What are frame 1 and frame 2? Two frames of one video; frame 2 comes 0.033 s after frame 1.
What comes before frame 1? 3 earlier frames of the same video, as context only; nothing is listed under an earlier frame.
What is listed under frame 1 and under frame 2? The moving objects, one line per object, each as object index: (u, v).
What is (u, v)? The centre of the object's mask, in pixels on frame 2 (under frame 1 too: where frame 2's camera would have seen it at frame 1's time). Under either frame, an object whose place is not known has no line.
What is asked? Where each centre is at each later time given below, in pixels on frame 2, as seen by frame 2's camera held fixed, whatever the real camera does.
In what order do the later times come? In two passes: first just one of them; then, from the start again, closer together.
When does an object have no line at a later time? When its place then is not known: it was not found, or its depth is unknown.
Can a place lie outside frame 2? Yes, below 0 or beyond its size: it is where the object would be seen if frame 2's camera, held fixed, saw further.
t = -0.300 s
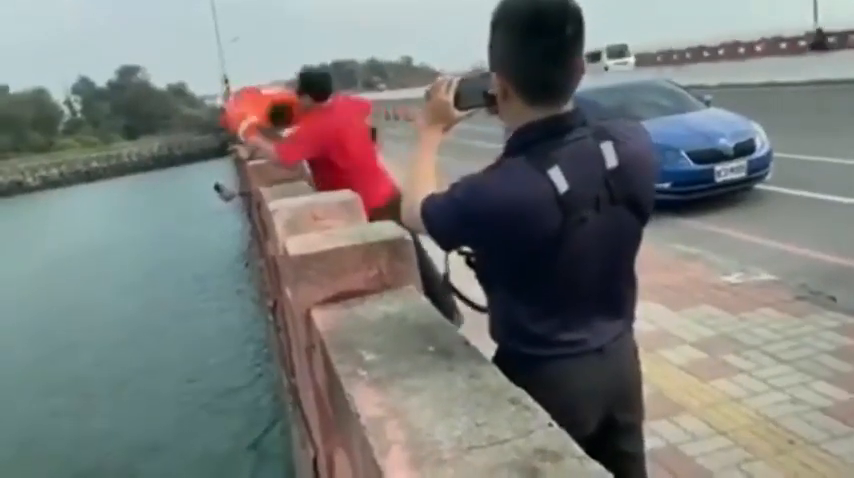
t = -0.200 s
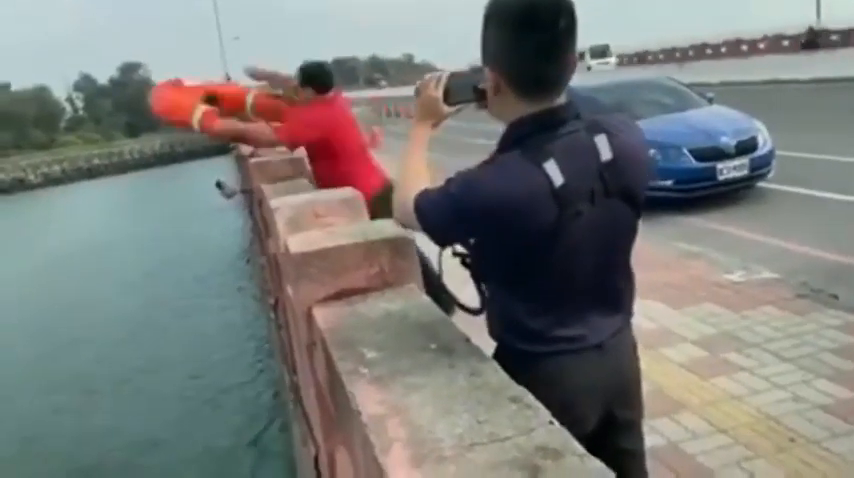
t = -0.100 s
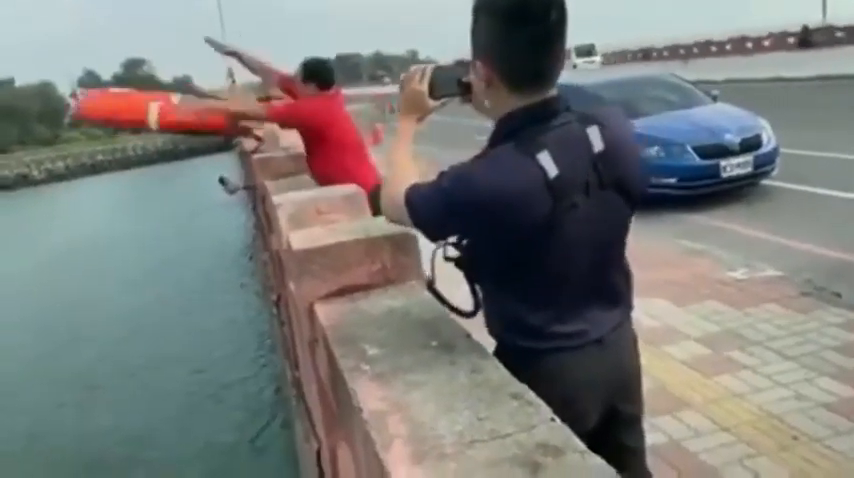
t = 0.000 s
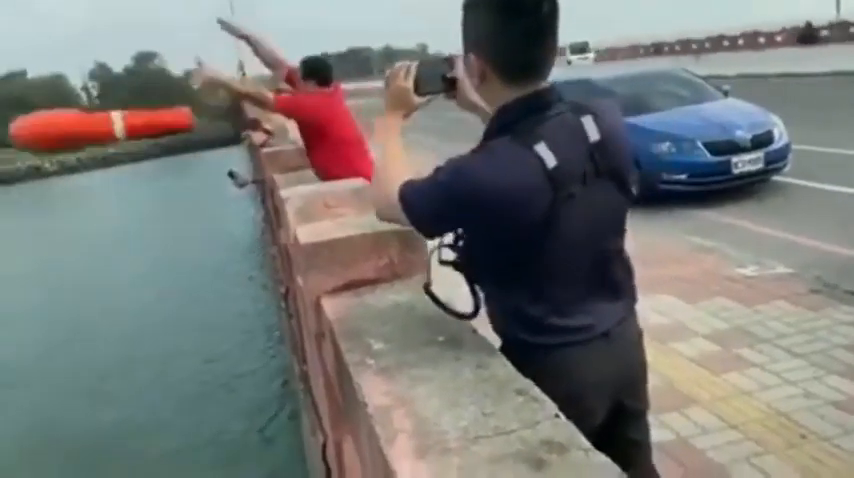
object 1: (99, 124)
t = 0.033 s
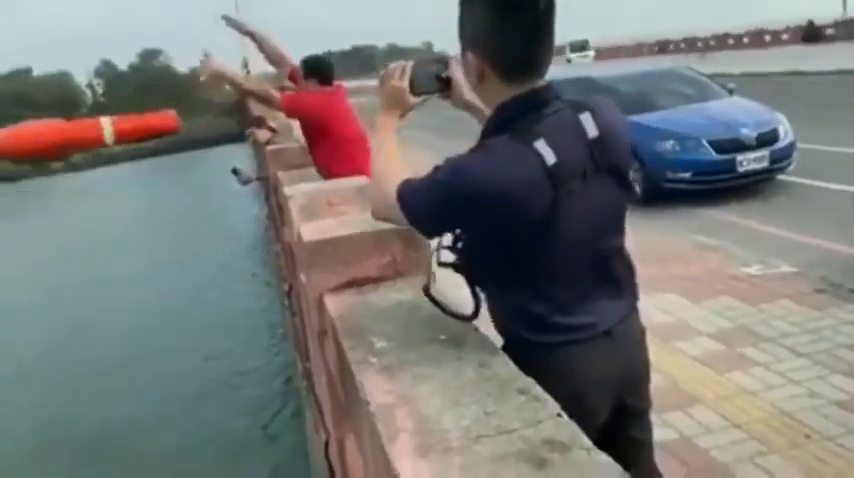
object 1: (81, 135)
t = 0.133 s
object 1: (38, 173)
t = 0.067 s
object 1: (67, 147)
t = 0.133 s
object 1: (38, 173)
